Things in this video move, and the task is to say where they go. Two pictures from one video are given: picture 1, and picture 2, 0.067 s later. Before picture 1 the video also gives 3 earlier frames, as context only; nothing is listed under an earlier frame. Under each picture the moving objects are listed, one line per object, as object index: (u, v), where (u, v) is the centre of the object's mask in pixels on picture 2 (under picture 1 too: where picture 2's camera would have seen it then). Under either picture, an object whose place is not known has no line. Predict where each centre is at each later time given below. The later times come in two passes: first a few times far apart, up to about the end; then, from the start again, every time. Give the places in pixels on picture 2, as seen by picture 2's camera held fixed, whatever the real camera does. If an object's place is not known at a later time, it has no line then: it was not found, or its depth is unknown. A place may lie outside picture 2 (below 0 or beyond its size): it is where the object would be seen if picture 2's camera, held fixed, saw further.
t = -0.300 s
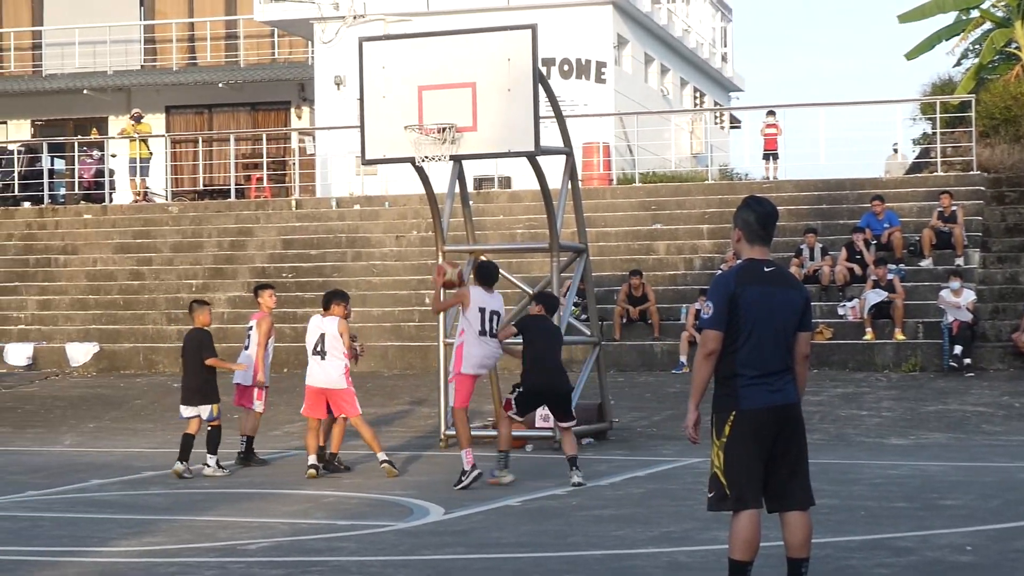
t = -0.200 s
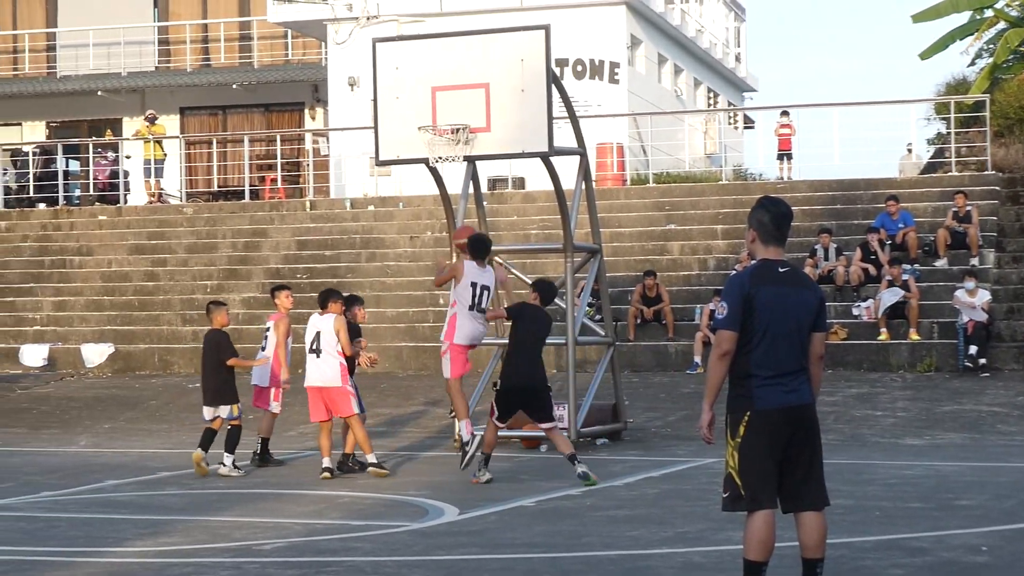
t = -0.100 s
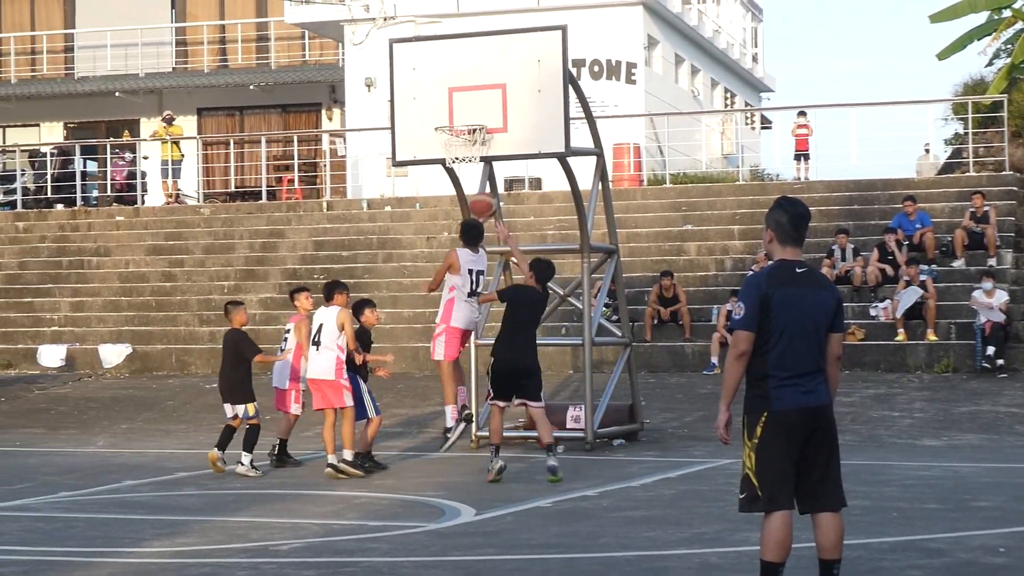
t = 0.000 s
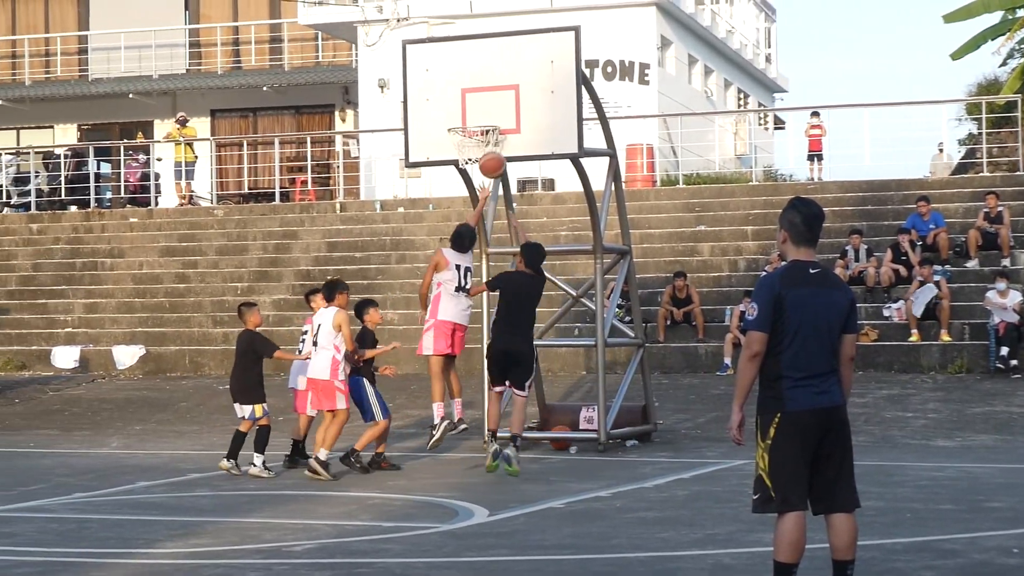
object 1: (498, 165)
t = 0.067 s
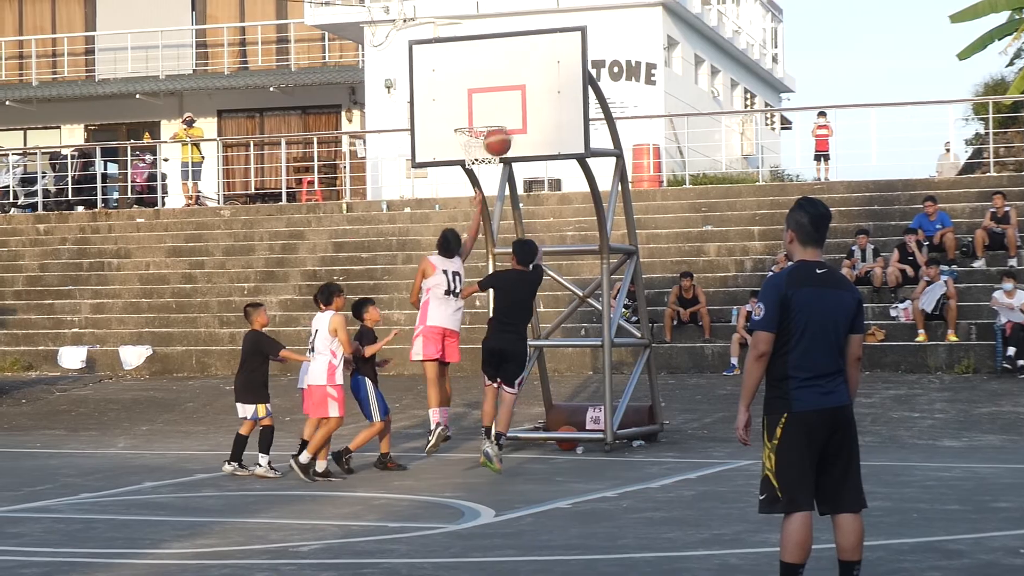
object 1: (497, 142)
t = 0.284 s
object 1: (492, 105)
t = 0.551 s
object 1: (489, 106)
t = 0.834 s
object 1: (490, 121)
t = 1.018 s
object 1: (474, 159)
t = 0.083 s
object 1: (497, 137)
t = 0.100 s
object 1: (496, 133)
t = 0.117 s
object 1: (495, 129)
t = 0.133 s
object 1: (496, 125)
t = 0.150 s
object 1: (495, 122)
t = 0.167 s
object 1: (495, 119)
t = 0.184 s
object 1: (494, 116)
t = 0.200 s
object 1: (494, 113)
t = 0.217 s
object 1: (493, 111)
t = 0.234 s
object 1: (493, 109)
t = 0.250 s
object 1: (492, 107)
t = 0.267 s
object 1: (492, 106)
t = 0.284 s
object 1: (492, 105)
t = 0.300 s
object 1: (492, 104)
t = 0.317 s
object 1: (491, 104)
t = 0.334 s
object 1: (491, 104)
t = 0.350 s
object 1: (491, 104)
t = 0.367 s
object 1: (490, 105)
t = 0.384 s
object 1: (489, 106)
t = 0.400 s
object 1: (489, 107)
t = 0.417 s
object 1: (489, 108)
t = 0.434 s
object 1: (489, 110)
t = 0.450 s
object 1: (488, 113)
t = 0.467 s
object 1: (488, 114)
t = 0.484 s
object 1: (488, 112)
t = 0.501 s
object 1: (489, 110)
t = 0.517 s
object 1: (489, 108)
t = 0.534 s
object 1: (489, 107)
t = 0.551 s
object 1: (489, 106)
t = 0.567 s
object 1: (489, 105)
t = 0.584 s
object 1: (489, 104)
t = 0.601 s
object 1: (490, 104)
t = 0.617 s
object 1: (490, 103)
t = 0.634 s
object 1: (490, 104)
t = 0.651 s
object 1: (491, 105)
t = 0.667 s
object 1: (491, 105)
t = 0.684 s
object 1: (491, 107)
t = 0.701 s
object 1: (491, 108)
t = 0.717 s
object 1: (491, 110)
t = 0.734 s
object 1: (491, 112)
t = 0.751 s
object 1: (492, 114)
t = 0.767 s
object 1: (492, 116)
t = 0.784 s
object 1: (493, 118)
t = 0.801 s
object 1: (492, 119)
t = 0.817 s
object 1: (491, 119)
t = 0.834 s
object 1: (490, 121)
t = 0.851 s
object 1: (489, 122)
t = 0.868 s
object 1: (487, 131)
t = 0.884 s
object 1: (486, 132)
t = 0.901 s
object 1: (485, 135)
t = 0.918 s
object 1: (484, 138)
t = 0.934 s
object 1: (481, 139)
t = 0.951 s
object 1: (480, 141)
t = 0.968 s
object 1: (480, 142)
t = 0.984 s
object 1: (477, 145)
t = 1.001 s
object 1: (474, 155)
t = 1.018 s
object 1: (474, 159)
